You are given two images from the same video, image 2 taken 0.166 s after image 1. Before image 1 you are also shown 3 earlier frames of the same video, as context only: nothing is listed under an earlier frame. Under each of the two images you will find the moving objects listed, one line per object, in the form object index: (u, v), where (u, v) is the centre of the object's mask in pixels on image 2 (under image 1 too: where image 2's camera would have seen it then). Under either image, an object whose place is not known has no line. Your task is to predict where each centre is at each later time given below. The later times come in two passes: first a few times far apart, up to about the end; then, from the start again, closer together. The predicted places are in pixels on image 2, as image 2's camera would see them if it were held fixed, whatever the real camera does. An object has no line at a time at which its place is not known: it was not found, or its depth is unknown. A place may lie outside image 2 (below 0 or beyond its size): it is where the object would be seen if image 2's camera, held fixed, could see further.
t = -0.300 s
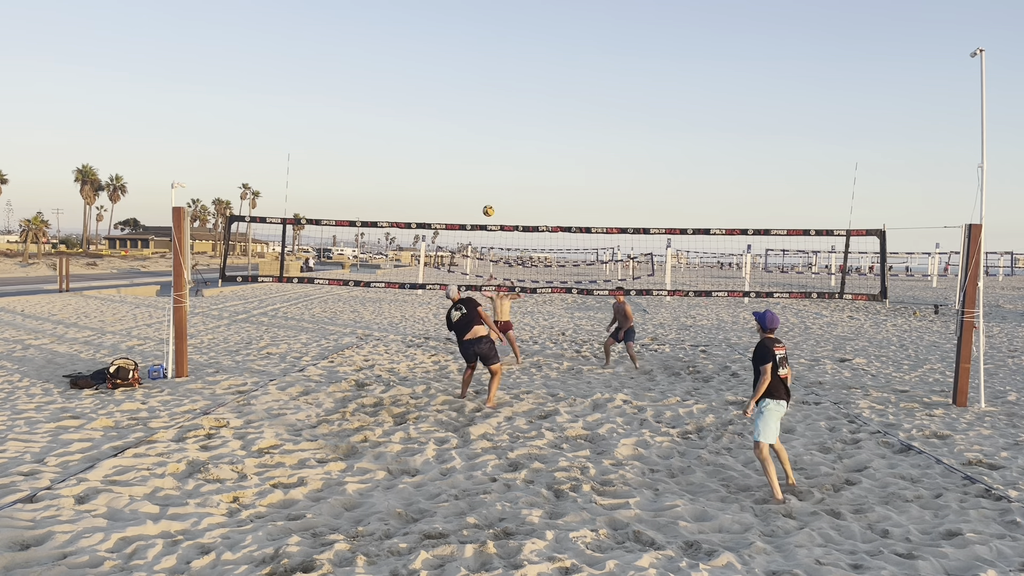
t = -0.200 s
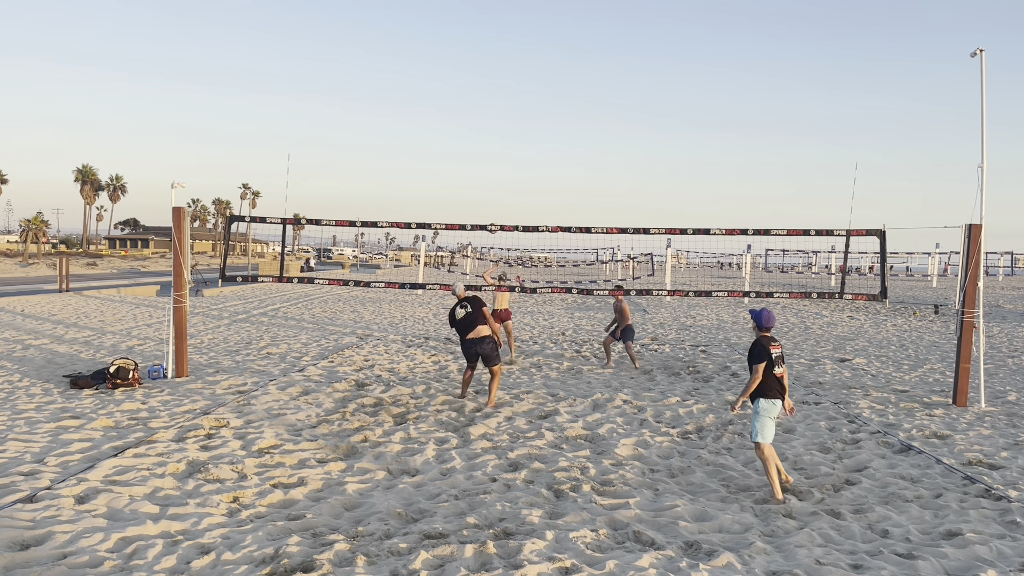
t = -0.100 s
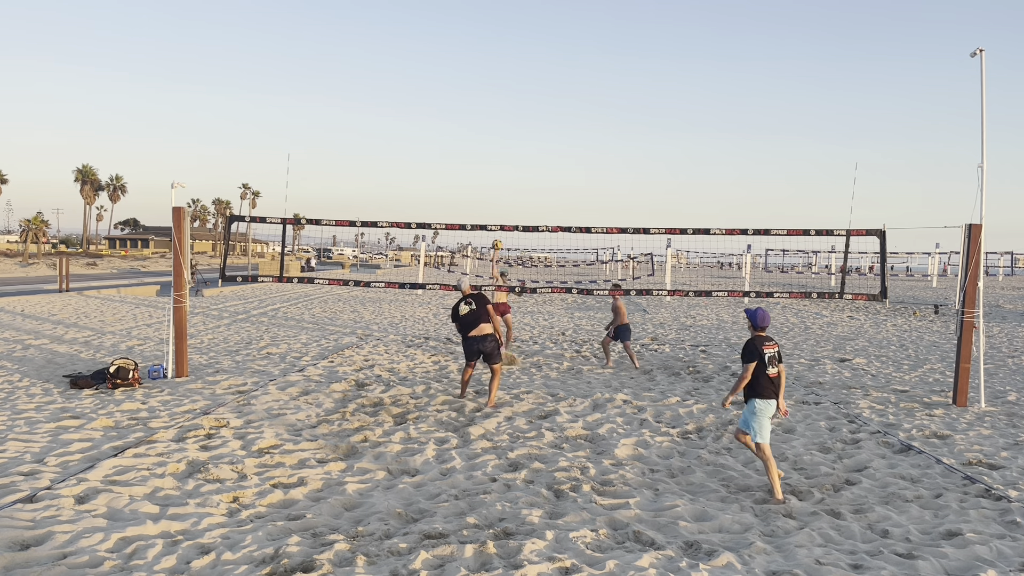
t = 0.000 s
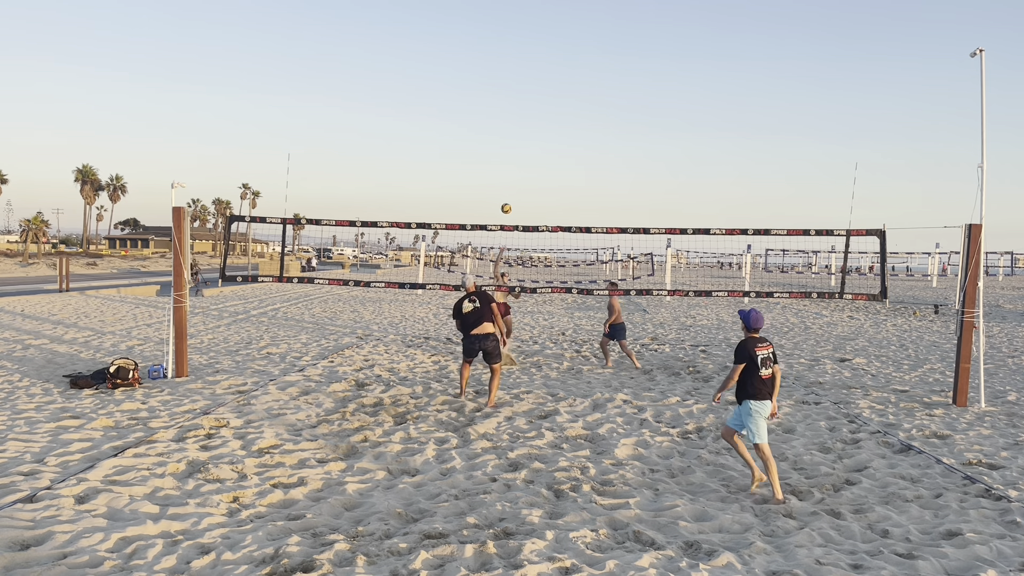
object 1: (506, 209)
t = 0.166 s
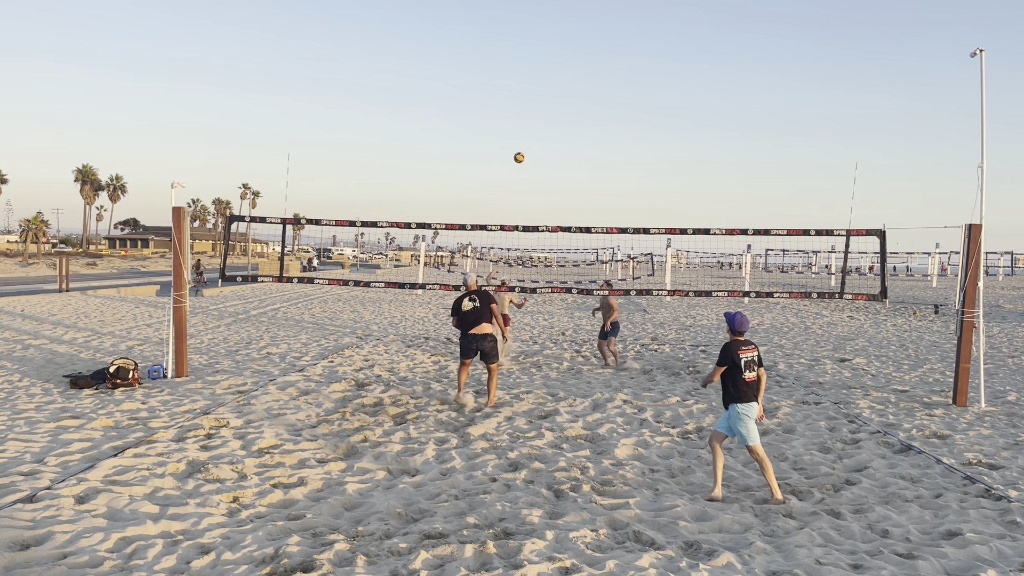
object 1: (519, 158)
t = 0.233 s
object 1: (524, 141)
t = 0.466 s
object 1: (540, 100)
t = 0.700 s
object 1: (555, 90)
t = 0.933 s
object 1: (569, 112)
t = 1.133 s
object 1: (578, 154)
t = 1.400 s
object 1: (587, 241)
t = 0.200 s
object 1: (522, 149)
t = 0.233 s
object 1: (524, 141)
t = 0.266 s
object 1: (527, 133)
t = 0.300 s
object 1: (529, 126)
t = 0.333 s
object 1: (531, 120)
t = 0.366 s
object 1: (533, 114)
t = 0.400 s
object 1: (536, 108)
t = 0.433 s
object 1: (538, 104)
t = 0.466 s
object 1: (540, 100)
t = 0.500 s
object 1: (542, 96)
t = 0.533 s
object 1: (544, 94)
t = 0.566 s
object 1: (547, 92)
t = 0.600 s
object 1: (549, 90)
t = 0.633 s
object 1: (551, 90)
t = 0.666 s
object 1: (553, 89)
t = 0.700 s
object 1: (555, 90)
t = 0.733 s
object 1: (557, 91)
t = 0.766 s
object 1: (559, 93)
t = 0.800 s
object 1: (561, 96)
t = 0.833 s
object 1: (563, 99)
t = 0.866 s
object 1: (565, 102)
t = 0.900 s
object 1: (567, 107)
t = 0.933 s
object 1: (569, 112)
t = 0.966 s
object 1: (570, 117)
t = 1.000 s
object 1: (572, 123)
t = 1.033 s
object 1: (574, 130)
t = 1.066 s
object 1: (575, 137)
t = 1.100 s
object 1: (576, 145)
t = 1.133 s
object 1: (578, 154)
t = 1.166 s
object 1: (579, 163)
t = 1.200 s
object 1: (580, 172)
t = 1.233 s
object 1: (582, 183)
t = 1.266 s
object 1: (583, 193)
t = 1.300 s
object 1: (584, 204)
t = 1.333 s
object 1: (585, 216)
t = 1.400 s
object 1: (587, 241)
